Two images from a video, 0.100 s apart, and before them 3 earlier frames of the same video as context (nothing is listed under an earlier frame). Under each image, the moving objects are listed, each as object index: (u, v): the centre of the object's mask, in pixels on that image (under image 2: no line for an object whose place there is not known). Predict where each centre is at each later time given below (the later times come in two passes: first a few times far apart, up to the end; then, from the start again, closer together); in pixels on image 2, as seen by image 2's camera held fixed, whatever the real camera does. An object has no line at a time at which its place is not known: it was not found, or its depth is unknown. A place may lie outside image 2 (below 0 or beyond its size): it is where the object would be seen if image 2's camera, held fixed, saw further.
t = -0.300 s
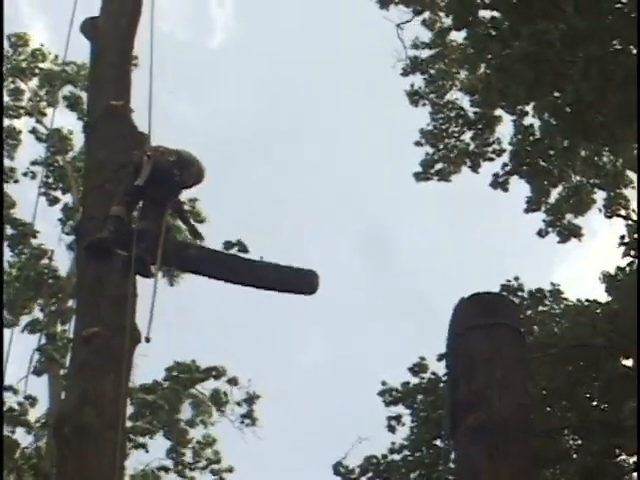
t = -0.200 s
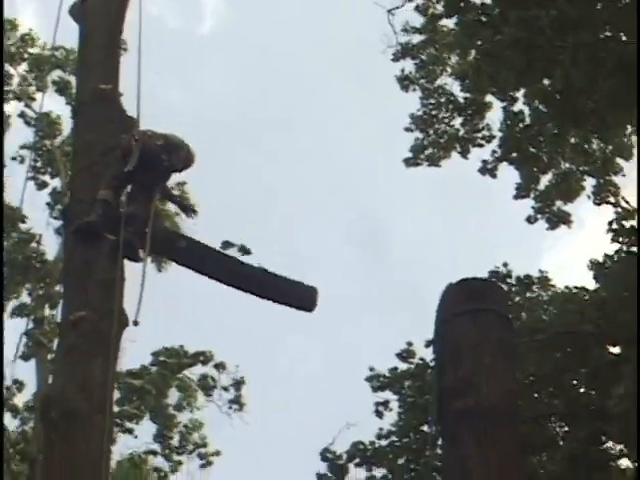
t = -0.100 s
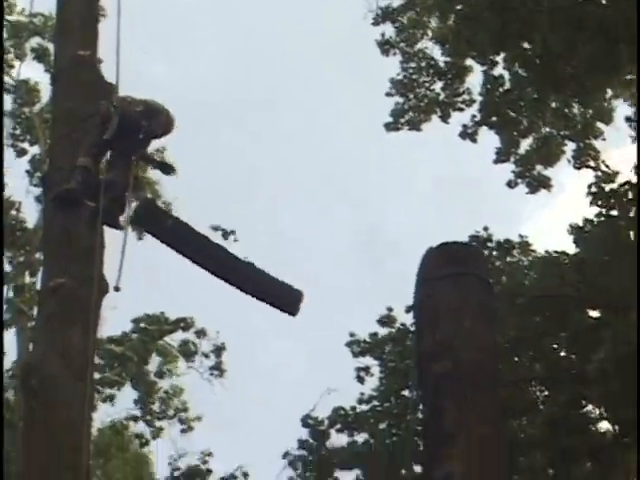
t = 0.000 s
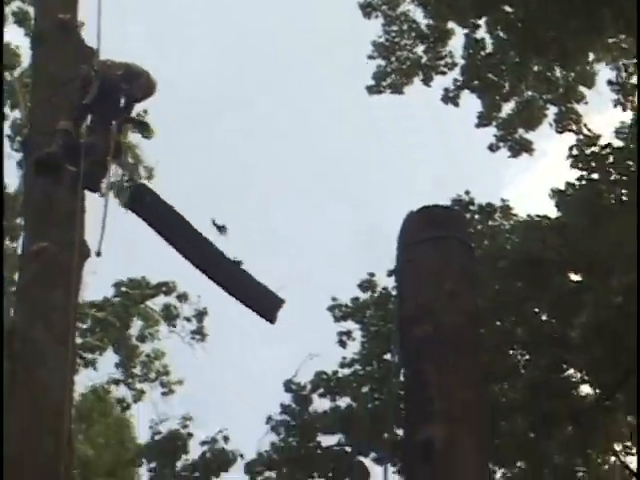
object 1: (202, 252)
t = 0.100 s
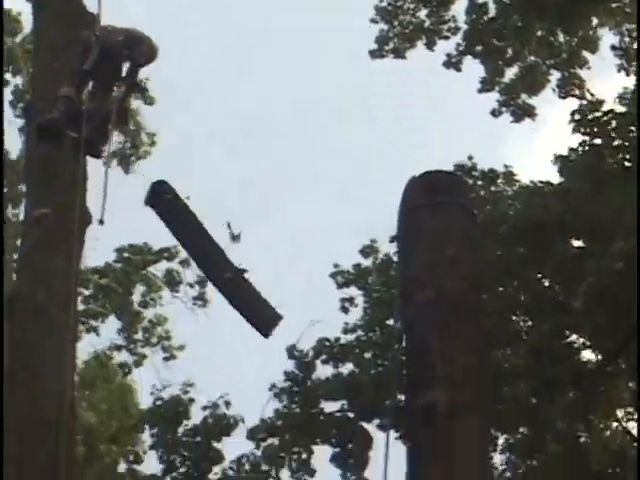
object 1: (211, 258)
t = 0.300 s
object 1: (224, 365)
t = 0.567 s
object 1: (231, 579)
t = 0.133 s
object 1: (214, 273)
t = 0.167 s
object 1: (216, 290)
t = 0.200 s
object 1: (218, 307)
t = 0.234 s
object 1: (220, 326)
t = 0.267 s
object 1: (222, 345)
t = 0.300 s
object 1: (224, 365)
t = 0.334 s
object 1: (225, 388)
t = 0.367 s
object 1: (226, 412)
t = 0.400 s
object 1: (227, 434)
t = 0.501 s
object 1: (230, 512)
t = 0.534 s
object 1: (230, 544)
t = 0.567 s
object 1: (231, 579)
